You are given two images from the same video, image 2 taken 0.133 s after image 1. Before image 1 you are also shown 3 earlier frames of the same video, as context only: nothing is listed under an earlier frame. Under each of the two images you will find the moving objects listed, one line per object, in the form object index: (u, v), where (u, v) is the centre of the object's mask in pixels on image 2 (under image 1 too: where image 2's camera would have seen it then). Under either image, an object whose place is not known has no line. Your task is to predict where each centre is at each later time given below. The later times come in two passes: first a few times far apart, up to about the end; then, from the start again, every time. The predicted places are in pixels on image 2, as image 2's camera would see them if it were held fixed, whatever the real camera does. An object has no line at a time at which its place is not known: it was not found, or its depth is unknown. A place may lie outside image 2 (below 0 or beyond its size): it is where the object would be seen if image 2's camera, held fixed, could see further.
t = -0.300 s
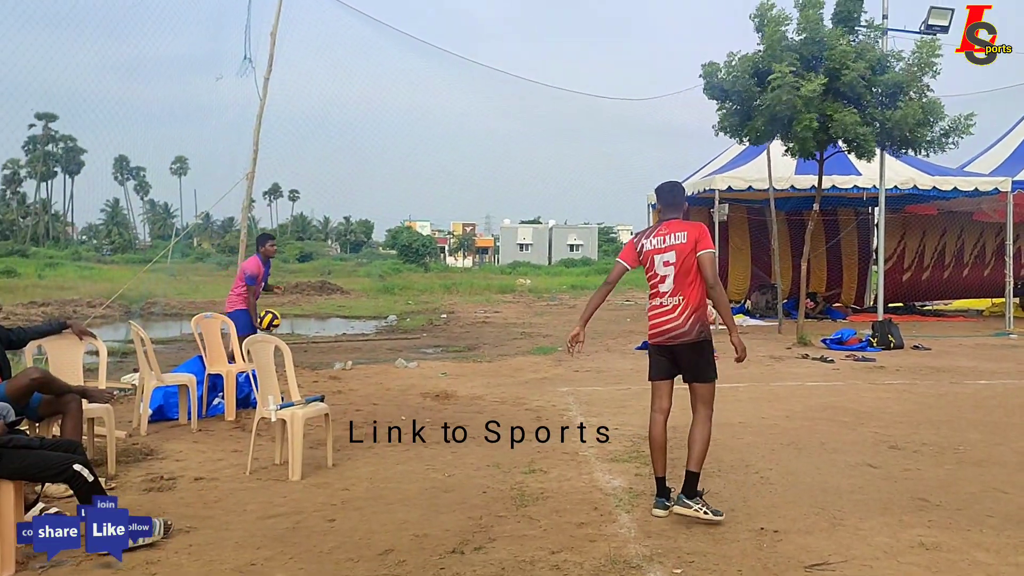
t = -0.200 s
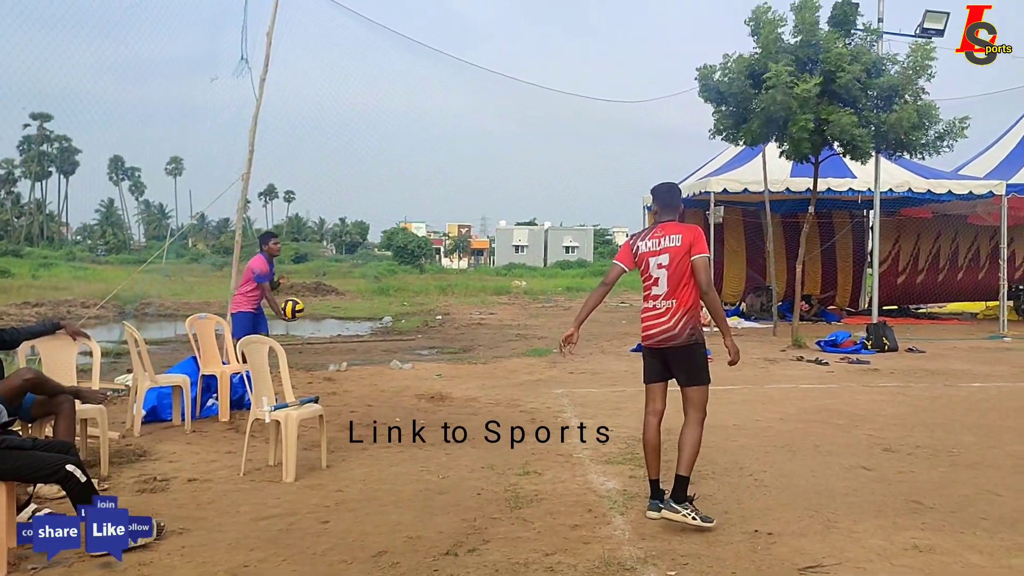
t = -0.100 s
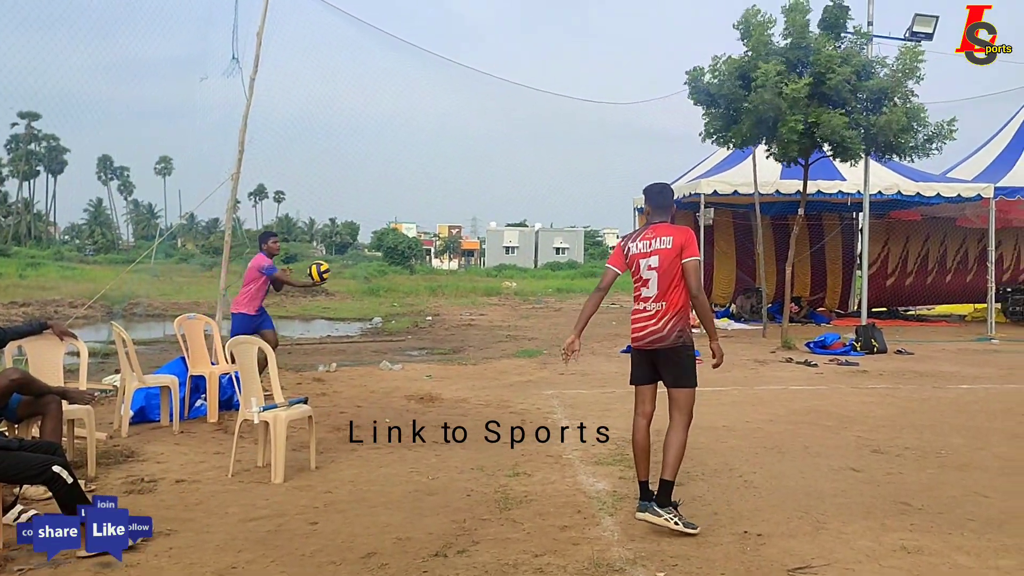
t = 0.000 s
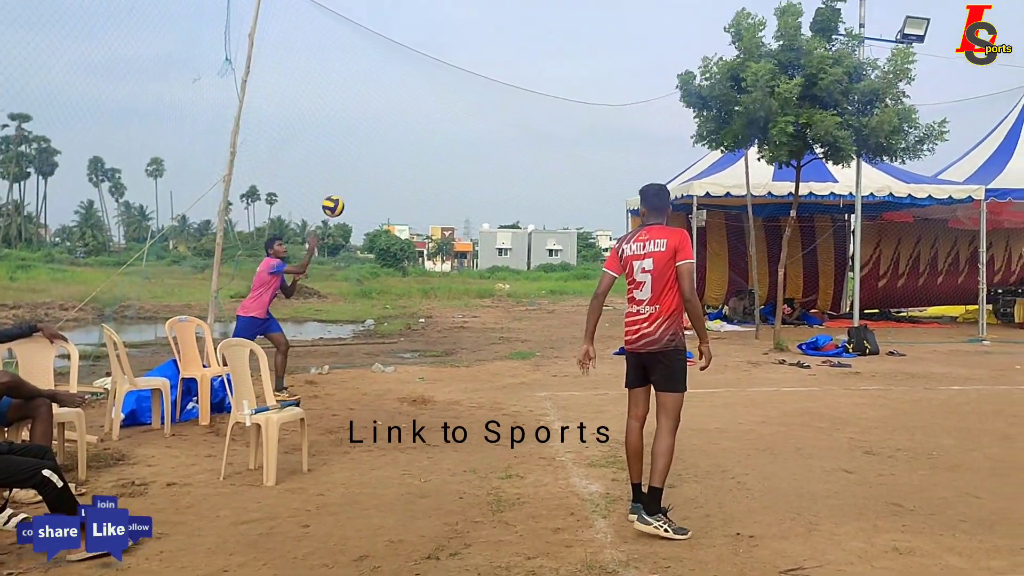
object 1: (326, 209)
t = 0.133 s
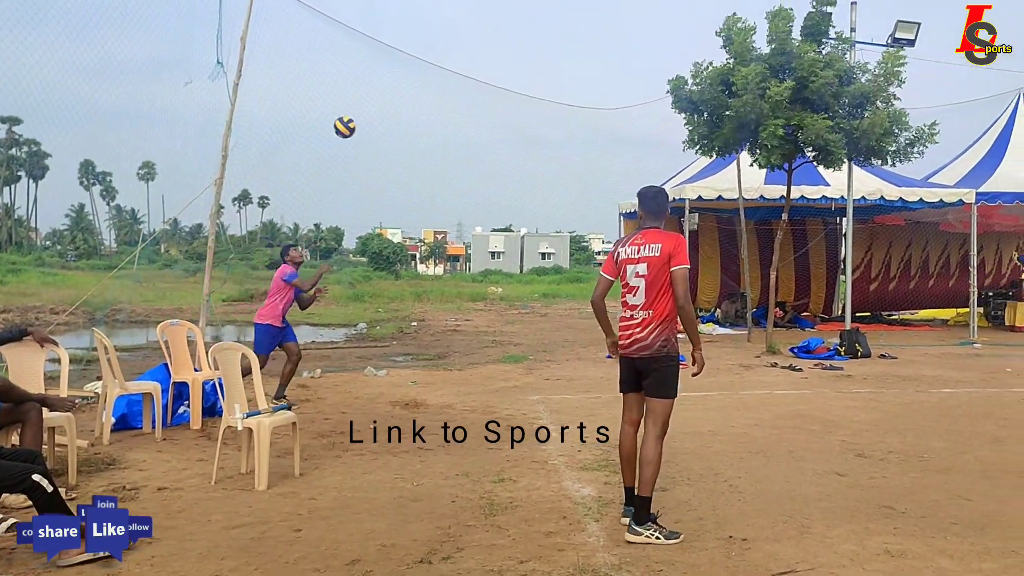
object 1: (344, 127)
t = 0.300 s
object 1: (369, 50)
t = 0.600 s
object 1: (411, -18)
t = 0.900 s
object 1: (452, 2)
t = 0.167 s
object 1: (350, 110)
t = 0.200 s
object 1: (355, 93)
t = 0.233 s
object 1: (359, 78)
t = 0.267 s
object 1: (364, 64)
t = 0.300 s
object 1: (369, 50)
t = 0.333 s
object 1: (373, 38)
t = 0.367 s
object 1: (378, 27)
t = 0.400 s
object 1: (383, 17)
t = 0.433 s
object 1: (388, 9)
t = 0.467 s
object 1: (393, 1)
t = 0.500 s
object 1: (397, -6)
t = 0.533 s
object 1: (402, -12)
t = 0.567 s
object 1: (406, -15)
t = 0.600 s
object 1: (411, -18)
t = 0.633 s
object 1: (416, -20)
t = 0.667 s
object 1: (421, -22)
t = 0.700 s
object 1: (425, -22)
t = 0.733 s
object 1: (430, -21)
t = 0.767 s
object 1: (434, -19)
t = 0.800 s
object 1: (439, -16)
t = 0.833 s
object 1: (443, -11)
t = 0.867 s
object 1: (448, -5)
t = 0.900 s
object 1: (452, 2)
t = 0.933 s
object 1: (456, 11)
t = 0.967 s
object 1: (461, 20)
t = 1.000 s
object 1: (464, 31)
